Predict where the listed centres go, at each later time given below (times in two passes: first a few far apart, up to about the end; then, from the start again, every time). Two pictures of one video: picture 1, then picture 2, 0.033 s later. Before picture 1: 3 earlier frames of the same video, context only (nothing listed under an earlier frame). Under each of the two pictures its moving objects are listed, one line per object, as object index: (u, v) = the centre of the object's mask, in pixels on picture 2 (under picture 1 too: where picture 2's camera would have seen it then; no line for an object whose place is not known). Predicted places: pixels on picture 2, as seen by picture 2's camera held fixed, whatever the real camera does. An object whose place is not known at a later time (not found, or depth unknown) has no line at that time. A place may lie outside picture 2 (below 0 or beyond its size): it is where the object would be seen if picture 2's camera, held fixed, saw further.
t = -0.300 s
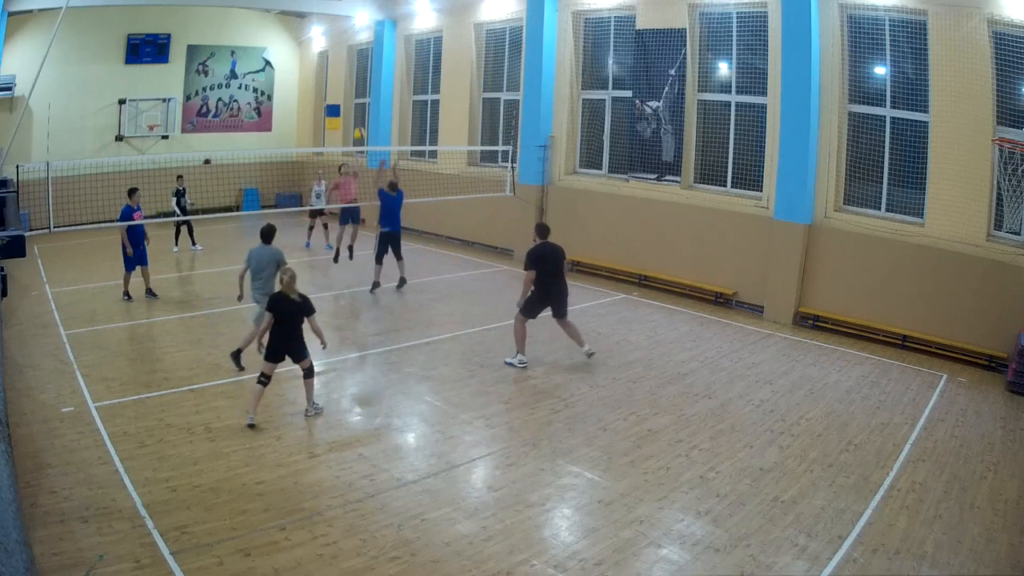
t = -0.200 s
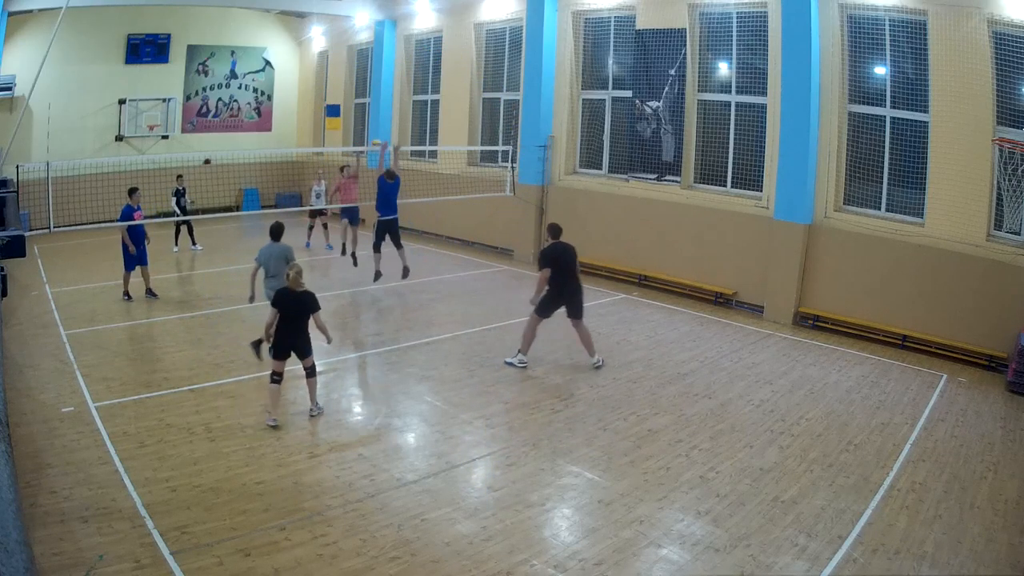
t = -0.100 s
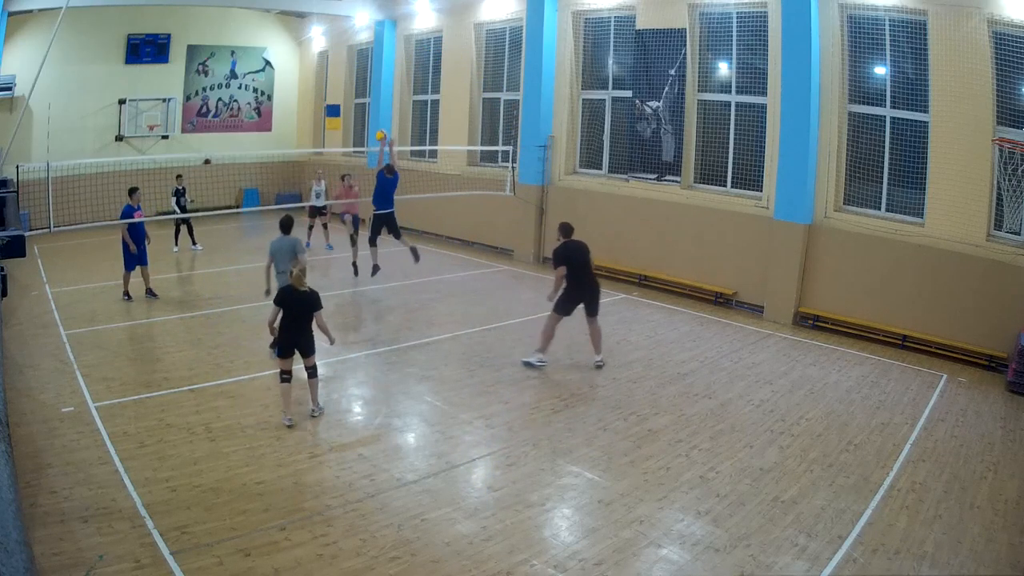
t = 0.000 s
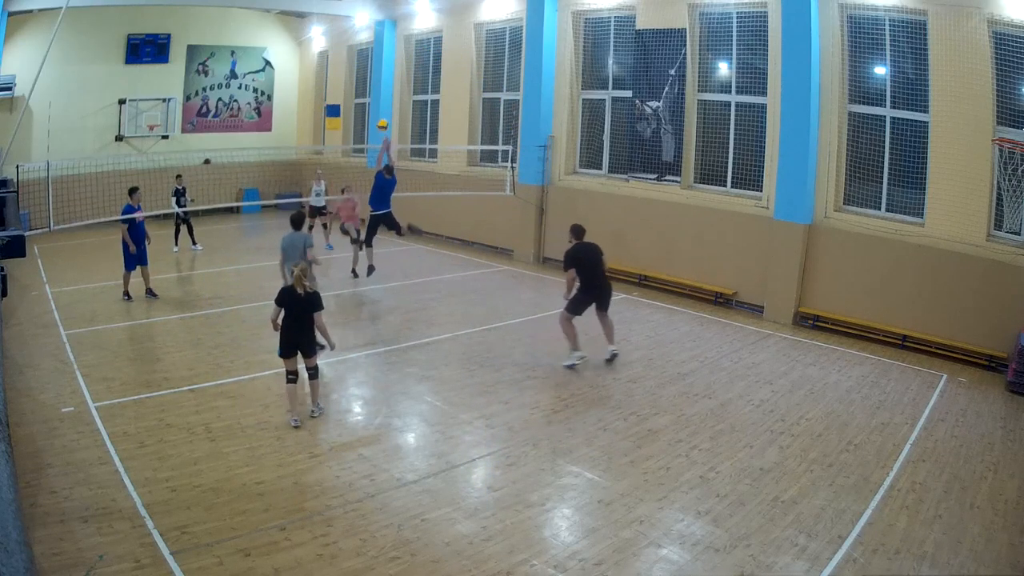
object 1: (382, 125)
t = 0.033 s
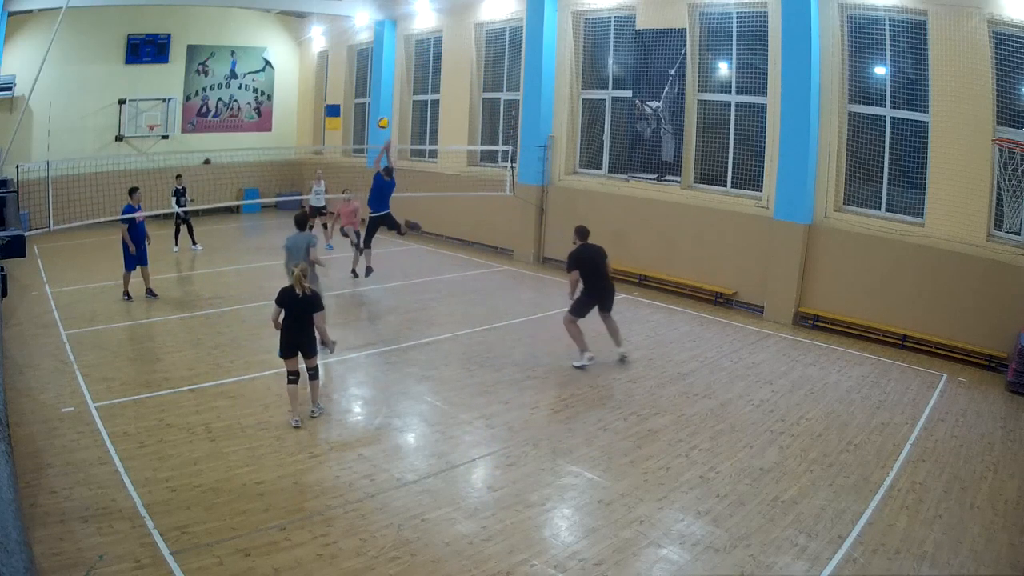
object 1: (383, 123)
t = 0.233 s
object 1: (384, 122)
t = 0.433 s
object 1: (386, 143)
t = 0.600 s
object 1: (386, 178)
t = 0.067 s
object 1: (383, 121)
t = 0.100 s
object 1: (383, 120)
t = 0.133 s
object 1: (384, 120)
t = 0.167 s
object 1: (384, 119)
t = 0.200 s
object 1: (384, 120)
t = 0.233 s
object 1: (384, 122)
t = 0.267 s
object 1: (385, 124)
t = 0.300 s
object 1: (385, 127)
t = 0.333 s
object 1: (385, 130)
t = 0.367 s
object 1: (385, 134)
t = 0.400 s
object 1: (386, 138)
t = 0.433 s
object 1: (386, 143)
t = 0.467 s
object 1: (386, 150)
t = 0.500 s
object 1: (385, 157)
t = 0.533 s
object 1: (386, 164)
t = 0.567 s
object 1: (386, 172)
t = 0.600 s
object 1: (386, 178)
